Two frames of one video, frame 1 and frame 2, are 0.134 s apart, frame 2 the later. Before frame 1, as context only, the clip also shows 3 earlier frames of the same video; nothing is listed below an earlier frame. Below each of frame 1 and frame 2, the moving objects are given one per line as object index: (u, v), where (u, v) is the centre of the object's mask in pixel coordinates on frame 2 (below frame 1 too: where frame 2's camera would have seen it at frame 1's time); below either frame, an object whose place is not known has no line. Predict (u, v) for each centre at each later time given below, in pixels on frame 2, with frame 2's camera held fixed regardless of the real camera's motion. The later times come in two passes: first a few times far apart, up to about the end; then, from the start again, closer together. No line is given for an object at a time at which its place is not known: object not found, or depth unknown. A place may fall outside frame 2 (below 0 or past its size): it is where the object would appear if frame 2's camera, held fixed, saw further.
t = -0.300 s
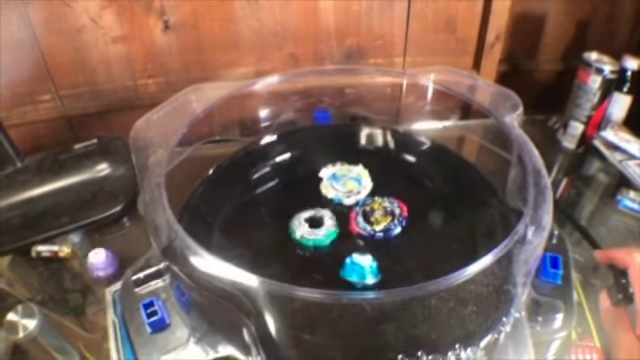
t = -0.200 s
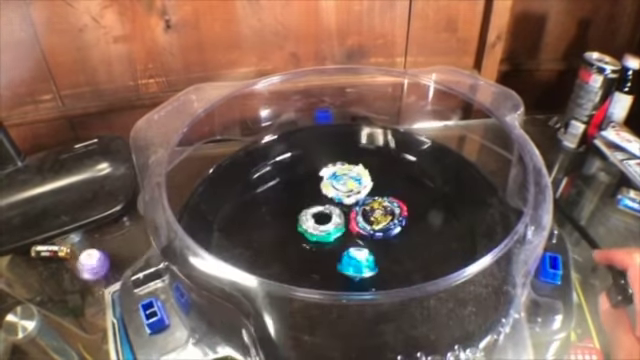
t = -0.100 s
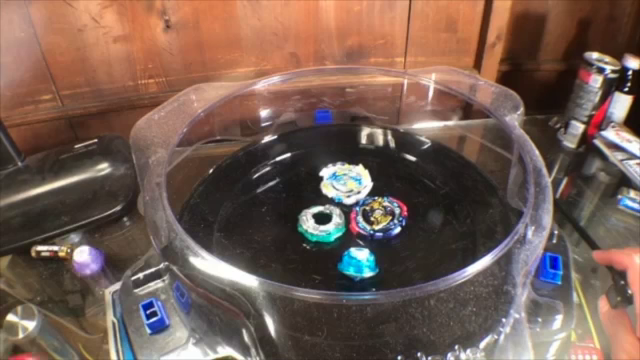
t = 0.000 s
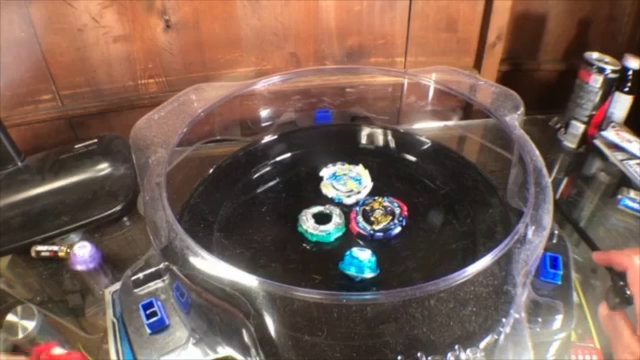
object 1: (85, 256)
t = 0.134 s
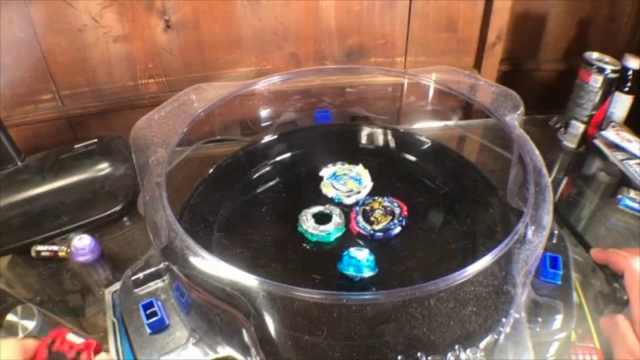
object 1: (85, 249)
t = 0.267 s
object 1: (87, 242)
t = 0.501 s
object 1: (93, 233)
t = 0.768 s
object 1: (103, 231)
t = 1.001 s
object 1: (104, 236)
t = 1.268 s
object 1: (103, 244)
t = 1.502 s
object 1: (97, 245)
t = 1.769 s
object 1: (95, 245)
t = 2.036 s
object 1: (92, 244)
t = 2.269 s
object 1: (92, 244)
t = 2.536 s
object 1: (92, 244)
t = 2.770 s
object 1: (92, 244)
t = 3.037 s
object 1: (93, 245)
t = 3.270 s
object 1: (93, 245)
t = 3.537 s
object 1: (93, 245)
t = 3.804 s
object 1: (93, 244)
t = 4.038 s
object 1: (93, 245)
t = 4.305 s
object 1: (93, 245)
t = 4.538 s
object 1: (93, 245)
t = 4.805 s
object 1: (93, 245)
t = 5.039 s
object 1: (93, 244)
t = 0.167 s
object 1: (86, 249)
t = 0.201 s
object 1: (86, 246)
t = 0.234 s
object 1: (87, 244)
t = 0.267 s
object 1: (87, 242)
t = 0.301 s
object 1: (89, 241)
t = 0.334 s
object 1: (89, 239)
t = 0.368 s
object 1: (89, 238)
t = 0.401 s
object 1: (90, 236)
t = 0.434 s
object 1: (91, 234)
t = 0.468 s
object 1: (93, 234)
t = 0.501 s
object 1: (93, 233)
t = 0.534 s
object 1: (94, 232)
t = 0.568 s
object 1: (96, 232)
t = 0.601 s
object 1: (97, 230)
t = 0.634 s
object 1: (99, 230)
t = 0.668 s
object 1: (101, 230)
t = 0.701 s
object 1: (101, 229)
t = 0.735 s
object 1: (102, 230)
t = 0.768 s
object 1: (103, 231)
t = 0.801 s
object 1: (102, 231)
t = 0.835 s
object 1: (103, 232)
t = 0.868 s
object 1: (103, 232)
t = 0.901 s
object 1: (104, 233)
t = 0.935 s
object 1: (104, 234)
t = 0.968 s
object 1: (105, 234)
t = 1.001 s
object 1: (104, 236)
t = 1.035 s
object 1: (105, 236)
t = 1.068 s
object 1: (104, 238)
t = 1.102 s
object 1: (105, 237)
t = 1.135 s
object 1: (105, 238)
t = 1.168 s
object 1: (104, 240)
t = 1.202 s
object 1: (103, 242)
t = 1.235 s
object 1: (103, 243)
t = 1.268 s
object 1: (103, 244)
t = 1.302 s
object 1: (103, 245)
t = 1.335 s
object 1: (102, 244)
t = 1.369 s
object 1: (100, 245)
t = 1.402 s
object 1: (100, 245)
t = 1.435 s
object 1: (99, 246)
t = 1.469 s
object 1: (98, 245)
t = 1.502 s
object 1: (97, 245)
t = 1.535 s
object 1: (97, 245)
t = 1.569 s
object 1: (96, 245)
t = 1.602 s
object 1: (96, 245)
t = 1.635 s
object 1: (95, 245)
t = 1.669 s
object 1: (95, 245)
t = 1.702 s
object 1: (95, 245)
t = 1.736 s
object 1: (95, 245)
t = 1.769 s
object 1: (95, 245)
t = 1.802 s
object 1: (94, 244)
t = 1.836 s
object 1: (93, 244)
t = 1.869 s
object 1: (91, 244)
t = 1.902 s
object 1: (91, 244)
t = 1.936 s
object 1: (91, 244)
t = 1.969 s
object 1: (91, 244)
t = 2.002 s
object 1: (91, 244)
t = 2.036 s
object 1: (92, 244)
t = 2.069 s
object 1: (92, 244)
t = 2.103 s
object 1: (93, 244)
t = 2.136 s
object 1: (94, 245)
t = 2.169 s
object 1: (94, 244)
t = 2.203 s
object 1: (93, 244)
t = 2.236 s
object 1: (92, 244)
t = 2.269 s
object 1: (92, 244)
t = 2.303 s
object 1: (92, 244)
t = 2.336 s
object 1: (92, 244)
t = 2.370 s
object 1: (93, 244)
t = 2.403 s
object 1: (93, 244)
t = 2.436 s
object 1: (93, 244)
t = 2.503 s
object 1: (92, 244)
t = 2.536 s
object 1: (92, 244)
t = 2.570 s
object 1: (92, 244)
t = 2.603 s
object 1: (92, 244)
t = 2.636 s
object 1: (92, 244)
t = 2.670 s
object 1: (93, 245)
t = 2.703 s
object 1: (93, 245)
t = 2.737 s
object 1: (93, 245)
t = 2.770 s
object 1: (92, 244)
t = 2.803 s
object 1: (92, 244)
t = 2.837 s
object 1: (93, 244)
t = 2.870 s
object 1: (93, 245)
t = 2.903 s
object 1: (93, 245)
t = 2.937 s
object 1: (92, 244)
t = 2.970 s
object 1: (93, 245)
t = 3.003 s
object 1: (93, 245)
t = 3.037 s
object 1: (93, 245)
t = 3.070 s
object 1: (93, 244)
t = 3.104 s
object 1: (93, 245)
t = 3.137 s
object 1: (92, 244)
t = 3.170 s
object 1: (93, 245)
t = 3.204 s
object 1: (93, 244)
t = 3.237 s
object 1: (93, 245)
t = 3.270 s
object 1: (93, 245)
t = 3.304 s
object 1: (93, 245)
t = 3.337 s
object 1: (93, 245)
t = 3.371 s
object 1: (93, 245)
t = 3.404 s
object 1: (93, 245)
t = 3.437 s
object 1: (93, 245)
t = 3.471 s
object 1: (93, 245)
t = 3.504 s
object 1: (93, 245)
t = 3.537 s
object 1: (93, 245)
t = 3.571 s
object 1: (93, 245)
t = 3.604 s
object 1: (93, 245)
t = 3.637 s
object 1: (93, 245)
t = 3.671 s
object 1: (93, 245)
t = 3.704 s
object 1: (93, 245)
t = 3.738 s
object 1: (93, 245)
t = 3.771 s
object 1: (93, 245)
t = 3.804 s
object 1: (93, 244)
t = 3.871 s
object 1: (93, 244)
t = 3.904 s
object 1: (93, 244)
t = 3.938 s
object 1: (93, 245)
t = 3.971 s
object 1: (93, 245)
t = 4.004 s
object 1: (93, 245)
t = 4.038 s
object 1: (93, 245)
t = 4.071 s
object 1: (93, 245)
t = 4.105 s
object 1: (93, 245)
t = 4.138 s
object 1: (93, 245)
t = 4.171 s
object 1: (93, 245)
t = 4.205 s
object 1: (93, 245)
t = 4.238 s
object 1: (93, 245)
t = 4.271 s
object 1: (93, 245)
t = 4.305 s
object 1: (93, 245)
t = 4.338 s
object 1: (93, 245)
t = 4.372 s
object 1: (93, 245)
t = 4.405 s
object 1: (93, 245)
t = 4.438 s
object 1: (93, 245)
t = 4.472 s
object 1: (93, 245)
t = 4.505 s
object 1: (93, 245)
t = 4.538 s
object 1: (93, 245)
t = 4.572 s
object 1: (93, 245)
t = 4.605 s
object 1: (93, 245)
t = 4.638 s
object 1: (93, 245)
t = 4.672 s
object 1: (93, 245)
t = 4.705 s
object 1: (93, 245)
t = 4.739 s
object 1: (93, 245)
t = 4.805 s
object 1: (93, 245)
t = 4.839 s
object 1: (93, 245)
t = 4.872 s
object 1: (93, 244)
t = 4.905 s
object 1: (93, 245)
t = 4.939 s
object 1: (93, 245)
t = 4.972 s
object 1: (93, 244)
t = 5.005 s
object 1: (93, 244)
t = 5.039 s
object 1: (93, 244)
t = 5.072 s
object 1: (93, 244)
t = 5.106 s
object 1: (93, 245)
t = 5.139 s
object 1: (93, 245)
